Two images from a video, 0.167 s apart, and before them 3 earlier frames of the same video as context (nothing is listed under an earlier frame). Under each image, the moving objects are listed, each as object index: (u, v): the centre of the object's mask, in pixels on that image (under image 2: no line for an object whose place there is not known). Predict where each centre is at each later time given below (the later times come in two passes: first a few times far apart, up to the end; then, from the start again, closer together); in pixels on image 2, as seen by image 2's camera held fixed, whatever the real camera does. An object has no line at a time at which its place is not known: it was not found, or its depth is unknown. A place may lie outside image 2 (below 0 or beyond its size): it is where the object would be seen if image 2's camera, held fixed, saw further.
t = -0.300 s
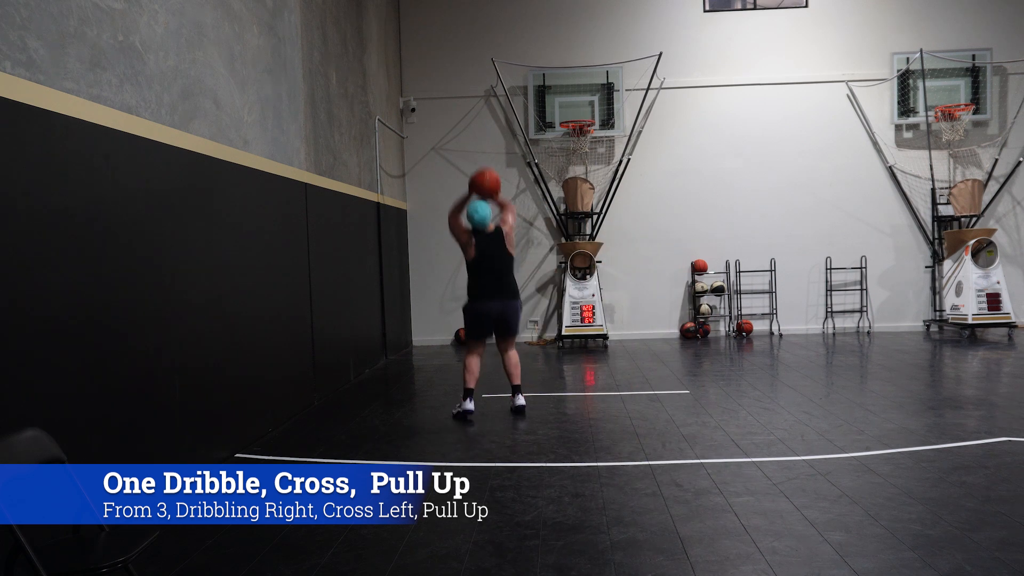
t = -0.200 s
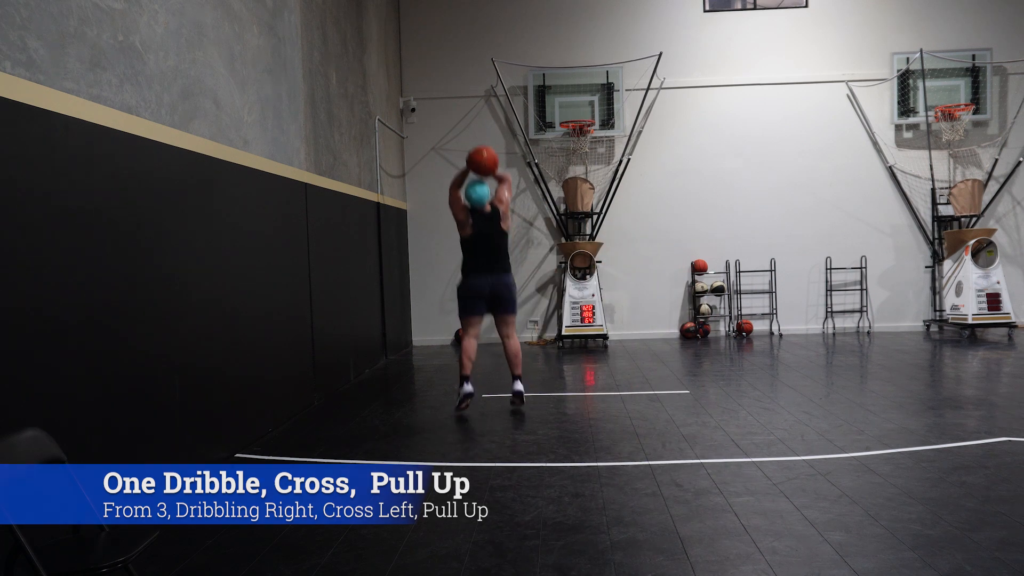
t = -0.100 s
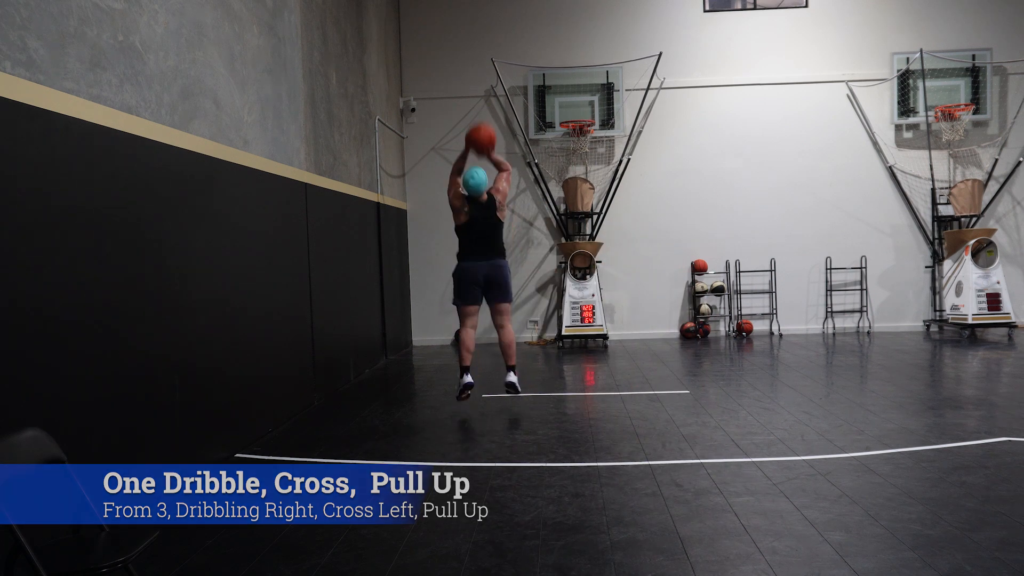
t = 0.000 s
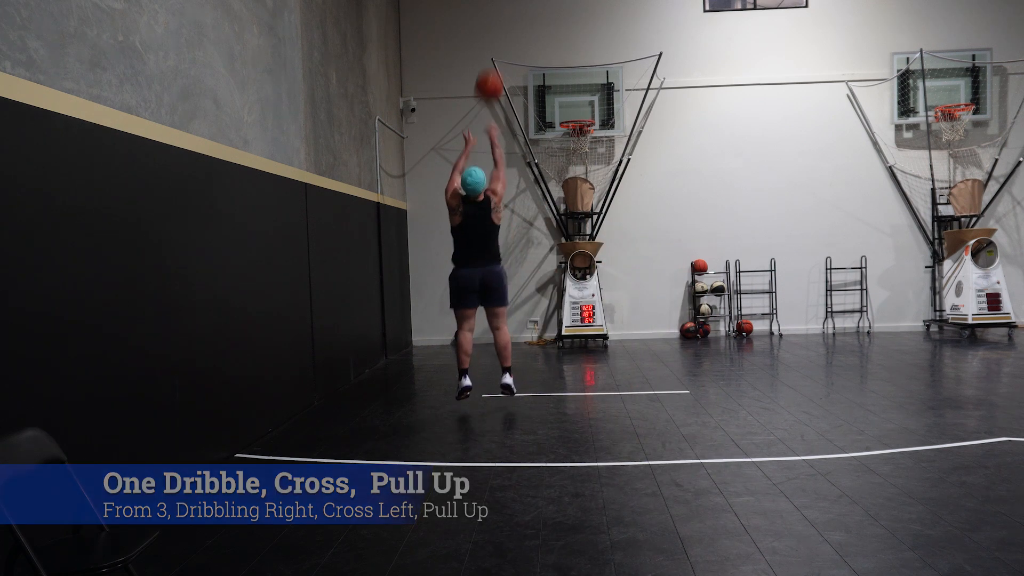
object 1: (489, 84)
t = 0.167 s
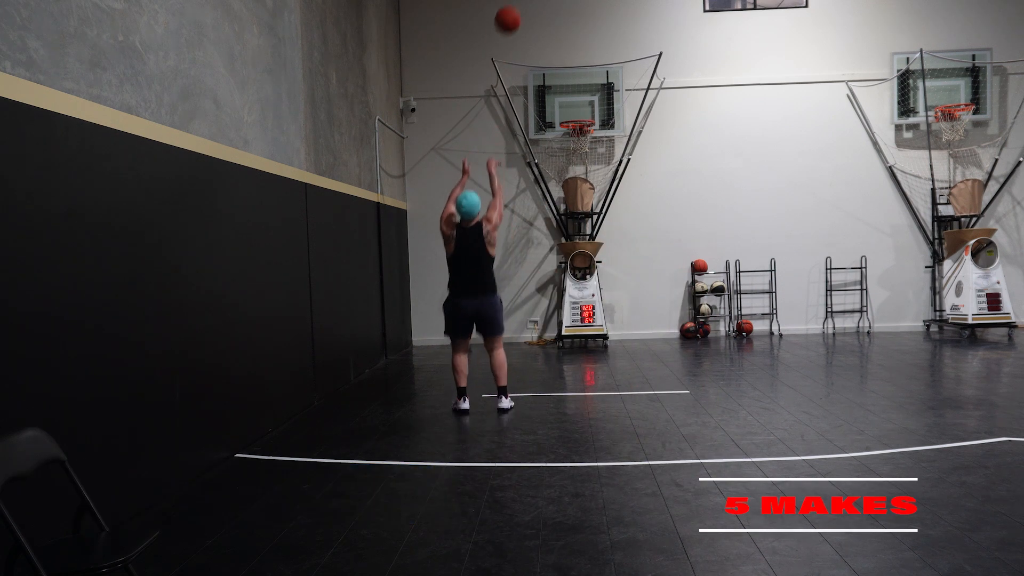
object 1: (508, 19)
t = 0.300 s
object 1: (521, 3)
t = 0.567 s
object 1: (544, 5)
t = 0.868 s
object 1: (566, 69)
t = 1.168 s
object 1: (570, 87)
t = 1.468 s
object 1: (566, 91)
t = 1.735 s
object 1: (568, 119)
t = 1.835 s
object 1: (572, 120)
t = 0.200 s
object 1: (512, 12)
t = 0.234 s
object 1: (515, 8)
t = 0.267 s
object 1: (518, 5)
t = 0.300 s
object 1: (521, 3)
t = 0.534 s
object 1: (541, 3)
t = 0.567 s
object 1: (544, 5)
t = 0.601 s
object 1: (547, 7)
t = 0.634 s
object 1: (549, 10)
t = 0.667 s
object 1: (552, 17)
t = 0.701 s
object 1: (554, 24)
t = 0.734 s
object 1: (556, 31)
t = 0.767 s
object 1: (559, 40)
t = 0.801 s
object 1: (561, 49)
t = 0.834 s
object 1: (564, 58)
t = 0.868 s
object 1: (566, 69)
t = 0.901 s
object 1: (568, 80)
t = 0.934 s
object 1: (571, 92)
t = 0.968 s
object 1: (572, 103)
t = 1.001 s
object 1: (573, 112)
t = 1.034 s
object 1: (573, 106)
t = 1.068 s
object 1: (572, 100)
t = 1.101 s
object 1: (572, 95)
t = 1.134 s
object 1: (571, 91)
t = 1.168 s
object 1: (570, 87)
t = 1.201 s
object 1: (570, 84)
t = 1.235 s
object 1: (570, 82)
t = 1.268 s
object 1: (569, 81)
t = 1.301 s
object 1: (568, 81)
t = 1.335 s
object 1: (568, 81)
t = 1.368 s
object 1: (568, 82)
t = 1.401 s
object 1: (567, 84)
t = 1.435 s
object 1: (567, 87)
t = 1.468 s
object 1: (566, 91)
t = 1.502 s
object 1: (566, 96)
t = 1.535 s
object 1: (566, 102)
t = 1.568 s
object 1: (565, 108)
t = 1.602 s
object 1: (565, 114)
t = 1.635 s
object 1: (565, 118)
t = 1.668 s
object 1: (566, 119)
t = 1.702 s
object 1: (567, 119)
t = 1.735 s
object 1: (568, 119)
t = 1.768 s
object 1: (569, 119)
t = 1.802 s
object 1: (570, 119)
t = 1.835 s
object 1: (572, 120)
